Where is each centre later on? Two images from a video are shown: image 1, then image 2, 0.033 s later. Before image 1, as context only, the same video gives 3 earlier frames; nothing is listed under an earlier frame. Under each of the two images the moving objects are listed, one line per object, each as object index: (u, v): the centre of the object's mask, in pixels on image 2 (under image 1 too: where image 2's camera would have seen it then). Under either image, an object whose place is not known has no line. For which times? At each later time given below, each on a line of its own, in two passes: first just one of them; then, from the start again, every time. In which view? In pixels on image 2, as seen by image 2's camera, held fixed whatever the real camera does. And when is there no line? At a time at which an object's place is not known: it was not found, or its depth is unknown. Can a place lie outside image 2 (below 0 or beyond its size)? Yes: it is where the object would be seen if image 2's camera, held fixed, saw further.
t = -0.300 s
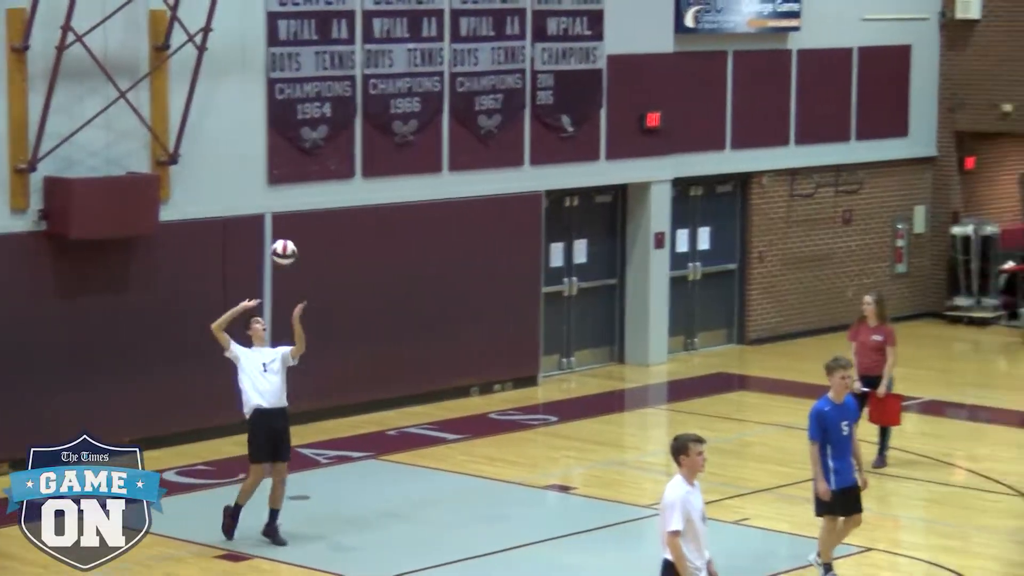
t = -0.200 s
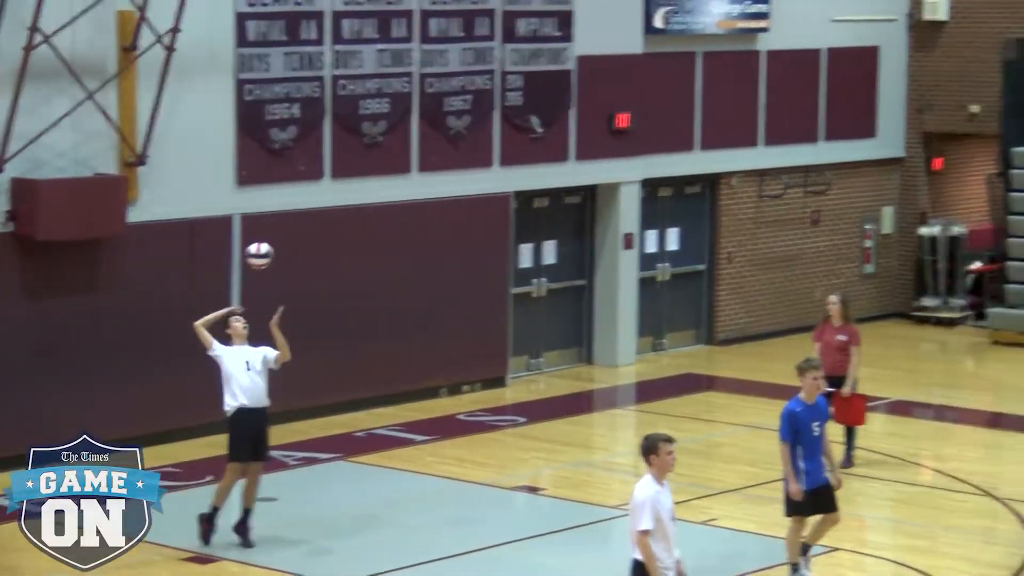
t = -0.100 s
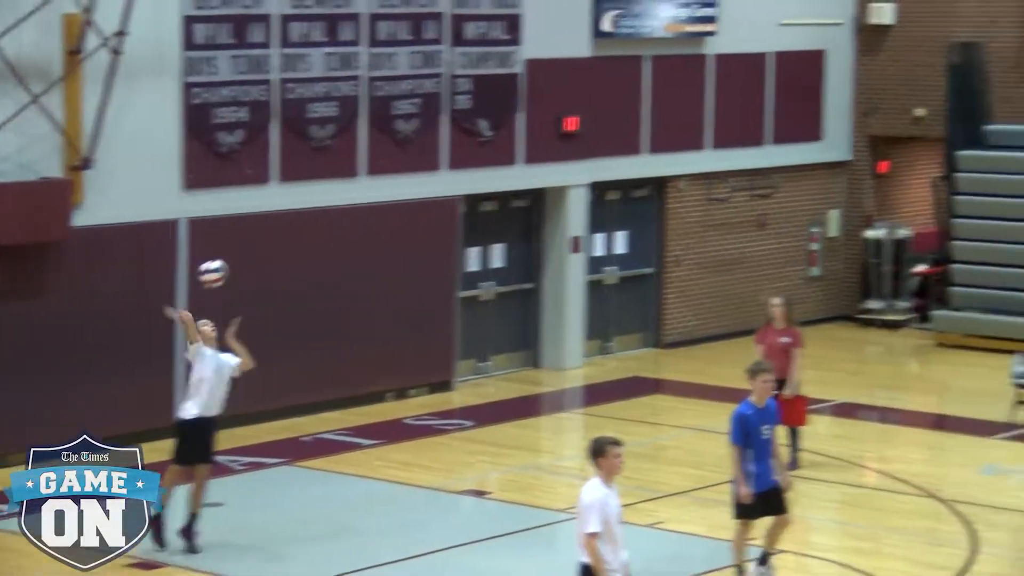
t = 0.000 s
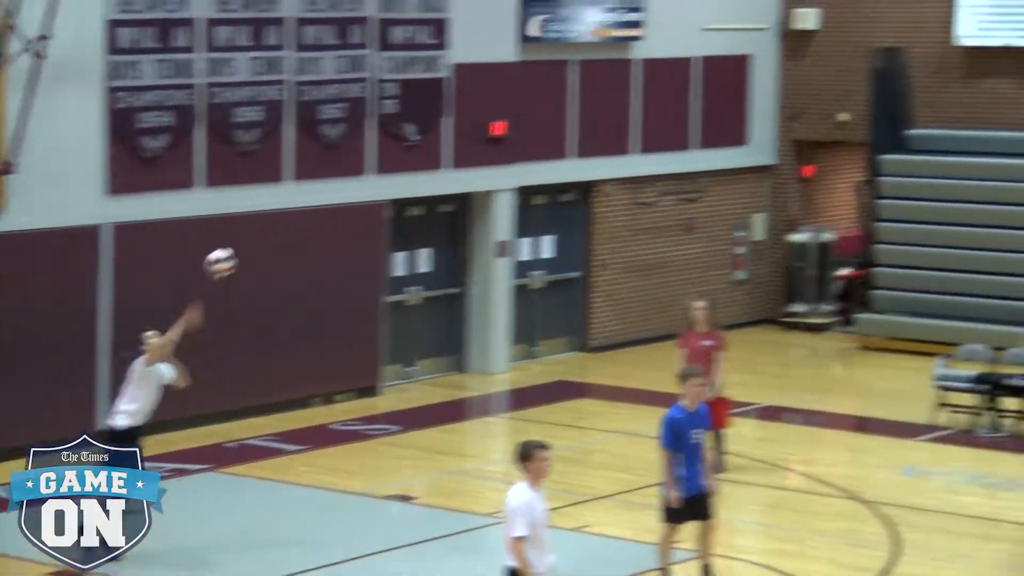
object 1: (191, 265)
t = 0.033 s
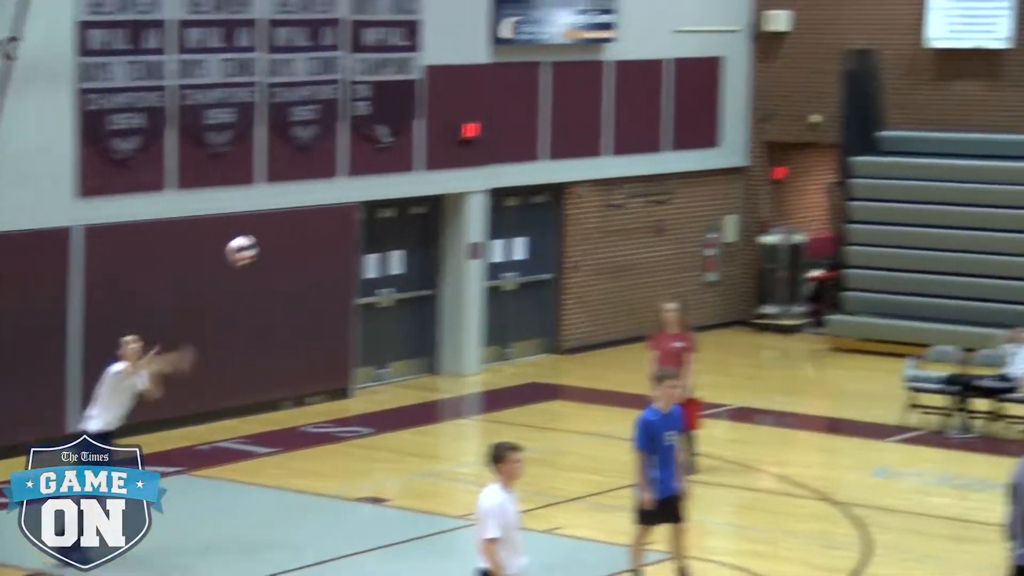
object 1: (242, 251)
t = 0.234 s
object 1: (566, 185)
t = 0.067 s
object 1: (293, 237)
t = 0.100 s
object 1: (346, 224)
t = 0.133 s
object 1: (399, 212)
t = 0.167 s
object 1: (453, 202)
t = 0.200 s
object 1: (509, 192)
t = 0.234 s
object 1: (566, 185)
